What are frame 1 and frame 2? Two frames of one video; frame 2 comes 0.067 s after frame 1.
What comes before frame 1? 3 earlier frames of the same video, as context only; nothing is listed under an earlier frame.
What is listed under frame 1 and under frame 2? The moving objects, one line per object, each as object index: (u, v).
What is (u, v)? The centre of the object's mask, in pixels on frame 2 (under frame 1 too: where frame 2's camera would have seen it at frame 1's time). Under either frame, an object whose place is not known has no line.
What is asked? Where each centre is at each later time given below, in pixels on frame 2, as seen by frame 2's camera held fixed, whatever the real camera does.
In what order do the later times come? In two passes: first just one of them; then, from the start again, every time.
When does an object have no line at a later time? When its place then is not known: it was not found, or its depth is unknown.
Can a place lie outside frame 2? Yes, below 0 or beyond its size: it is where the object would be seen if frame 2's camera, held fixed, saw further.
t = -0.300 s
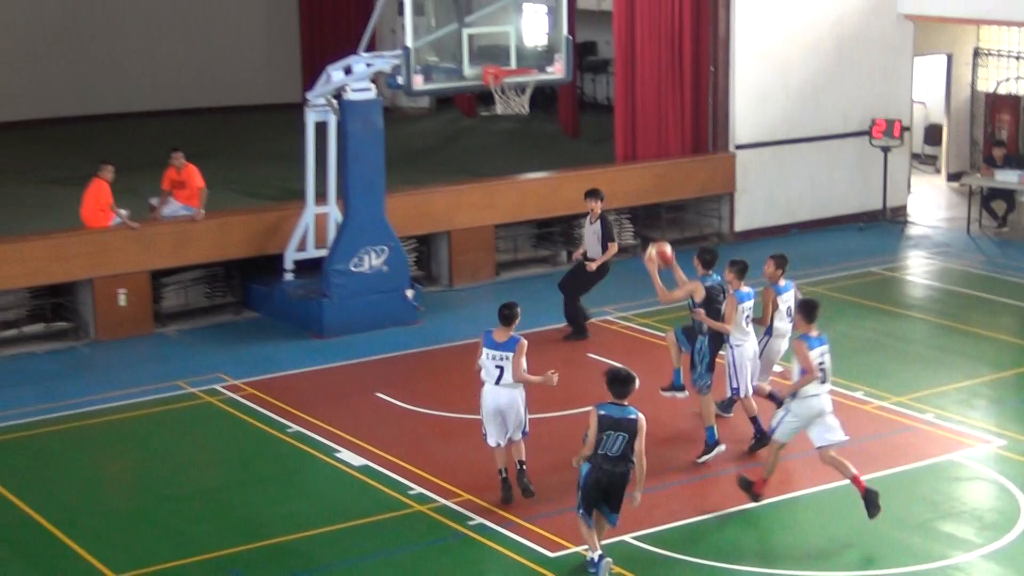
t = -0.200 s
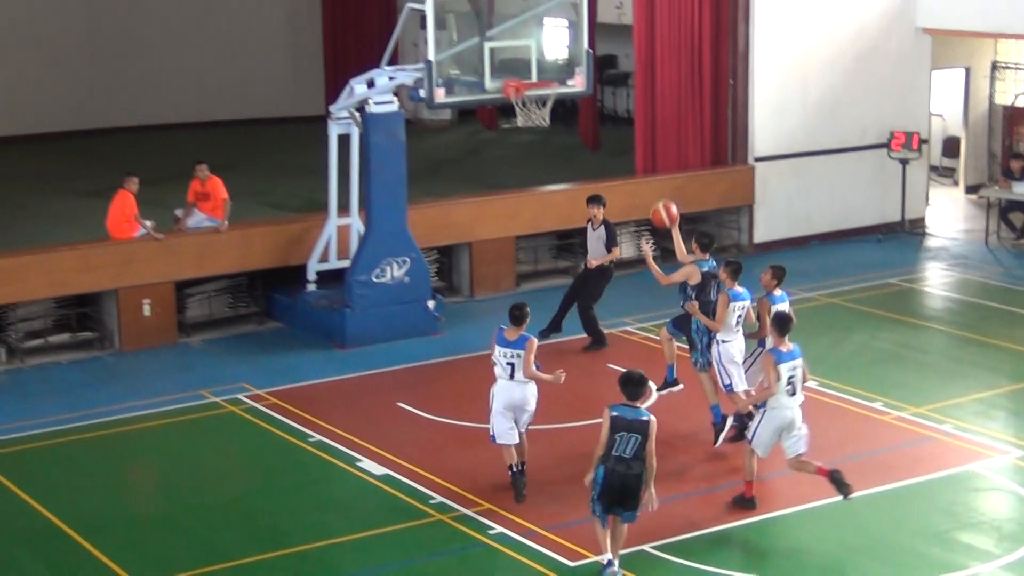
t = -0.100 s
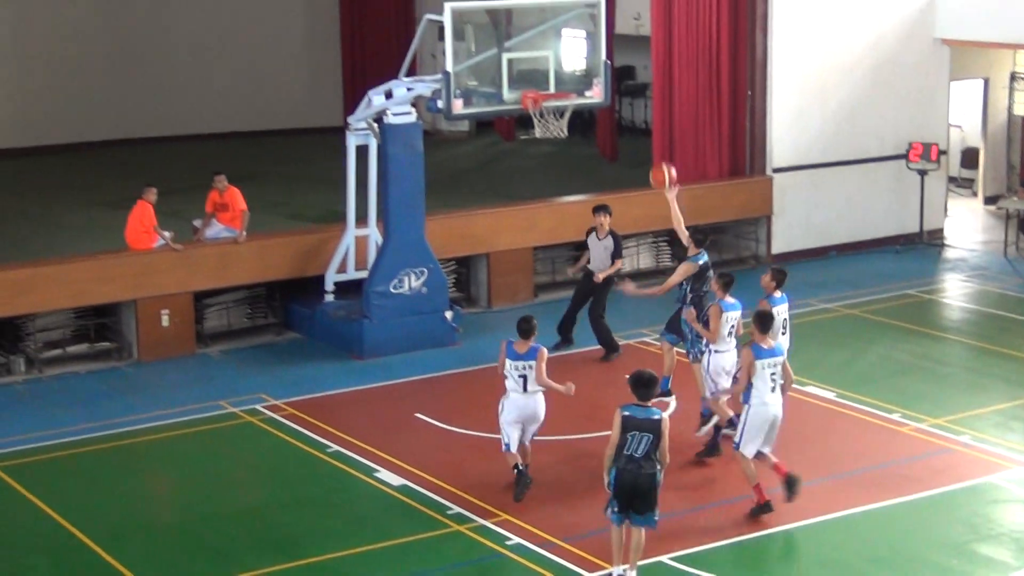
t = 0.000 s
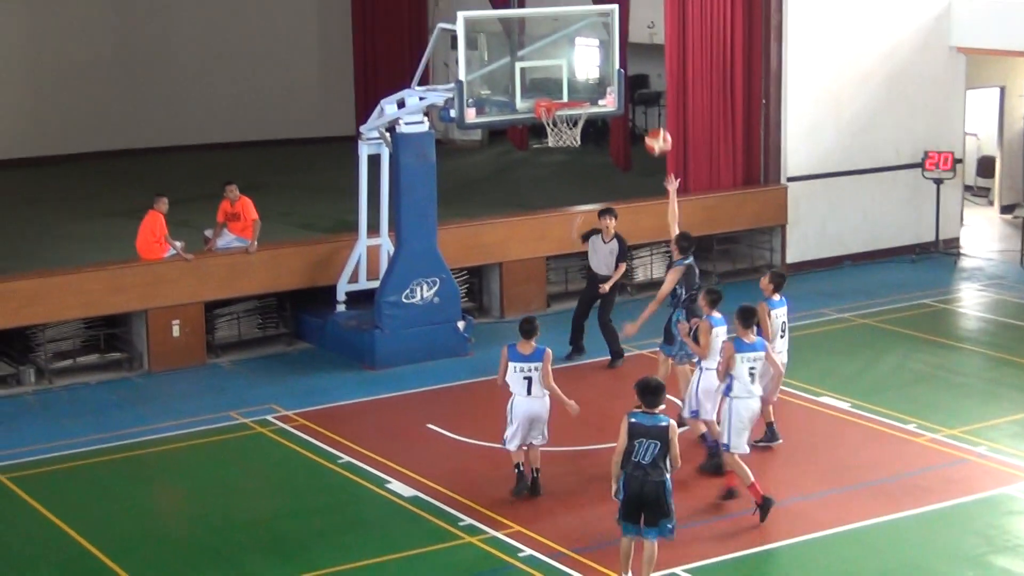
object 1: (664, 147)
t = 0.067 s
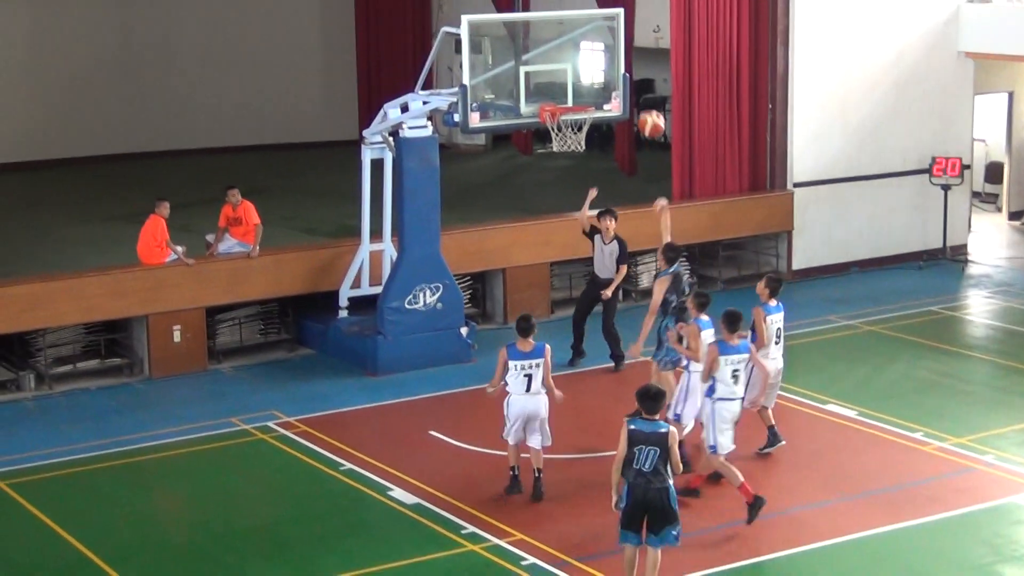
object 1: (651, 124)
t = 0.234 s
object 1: (623, 87)
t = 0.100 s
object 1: (645, 113)
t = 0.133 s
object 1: (640, 105)
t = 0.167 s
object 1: (635, 98)
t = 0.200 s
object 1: (629, 91)
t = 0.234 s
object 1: (623, 87)
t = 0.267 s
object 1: (617, 84)
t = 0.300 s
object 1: (611, 81)
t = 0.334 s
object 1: (606, 81)
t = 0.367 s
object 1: (601, 81)
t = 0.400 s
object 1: (595, 82)
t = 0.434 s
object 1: (590, 84)
